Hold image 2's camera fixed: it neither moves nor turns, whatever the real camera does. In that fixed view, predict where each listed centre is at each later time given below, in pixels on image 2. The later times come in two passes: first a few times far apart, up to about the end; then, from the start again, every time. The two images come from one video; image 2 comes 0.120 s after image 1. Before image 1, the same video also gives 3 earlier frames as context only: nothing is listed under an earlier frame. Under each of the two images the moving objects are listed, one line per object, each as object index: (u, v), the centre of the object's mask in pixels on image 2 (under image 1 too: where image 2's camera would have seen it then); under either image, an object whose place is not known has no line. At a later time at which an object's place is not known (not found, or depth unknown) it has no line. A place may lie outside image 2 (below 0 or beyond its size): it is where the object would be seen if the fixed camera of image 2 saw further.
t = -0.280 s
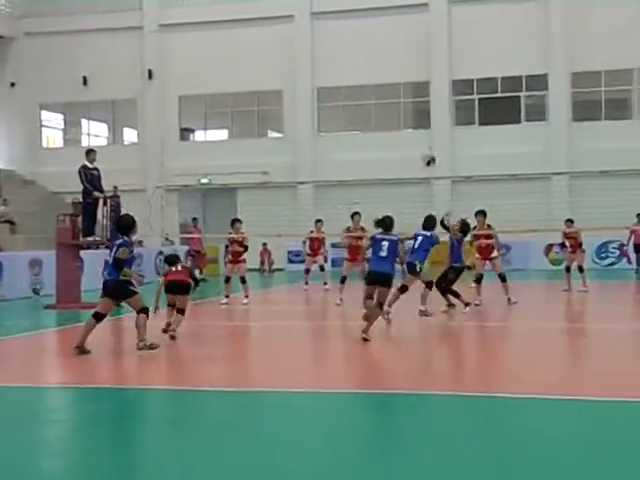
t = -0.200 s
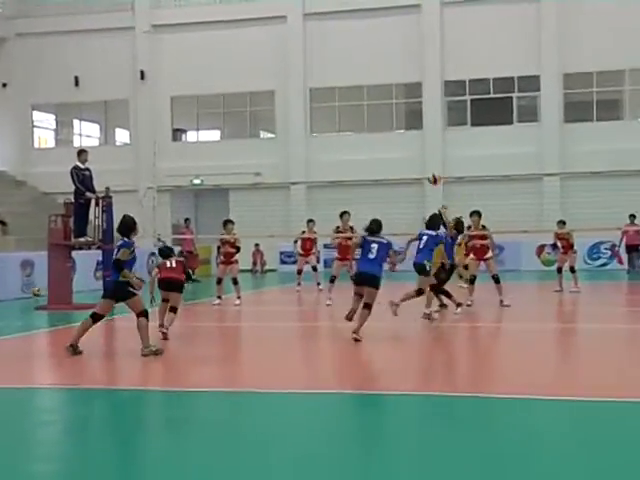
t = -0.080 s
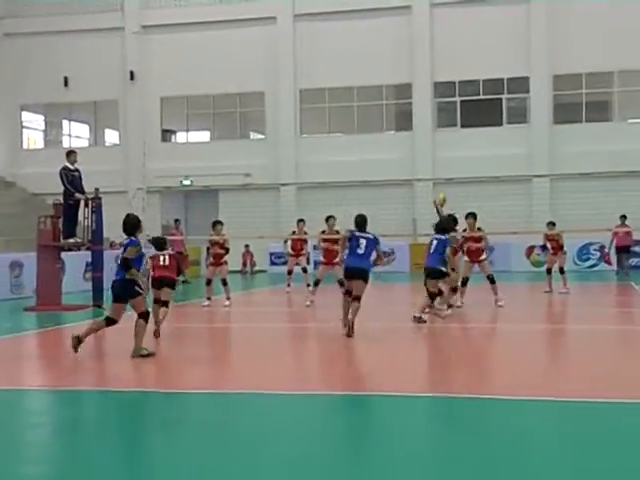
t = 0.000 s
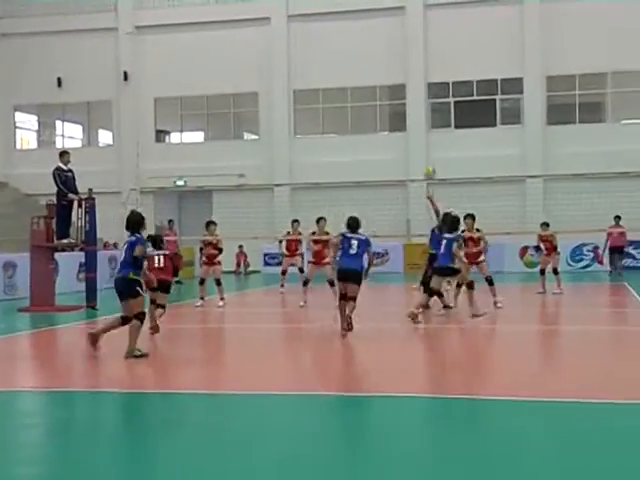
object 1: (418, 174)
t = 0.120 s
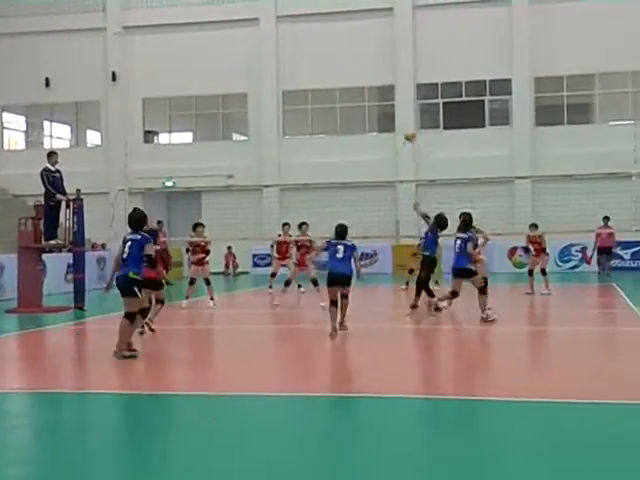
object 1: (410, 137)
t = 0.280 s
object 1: (399, 99)
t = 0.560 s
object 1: (380, 74)
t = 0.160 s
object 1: (407, 125)
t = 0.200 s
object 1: (404, 112)
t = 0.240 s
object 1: (401, 106)
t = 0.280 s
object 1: (399, 99)
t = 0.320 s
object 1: (396, 91)
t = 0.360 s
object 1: (393, 86)
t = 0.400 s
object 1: (391, 82)
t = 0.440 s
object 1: (388, 78)
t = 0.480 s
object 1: (385, 75)
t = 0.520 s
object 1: (383, 74)
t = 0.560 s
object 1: (380, 74)
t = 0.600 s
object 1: (378, 74)
